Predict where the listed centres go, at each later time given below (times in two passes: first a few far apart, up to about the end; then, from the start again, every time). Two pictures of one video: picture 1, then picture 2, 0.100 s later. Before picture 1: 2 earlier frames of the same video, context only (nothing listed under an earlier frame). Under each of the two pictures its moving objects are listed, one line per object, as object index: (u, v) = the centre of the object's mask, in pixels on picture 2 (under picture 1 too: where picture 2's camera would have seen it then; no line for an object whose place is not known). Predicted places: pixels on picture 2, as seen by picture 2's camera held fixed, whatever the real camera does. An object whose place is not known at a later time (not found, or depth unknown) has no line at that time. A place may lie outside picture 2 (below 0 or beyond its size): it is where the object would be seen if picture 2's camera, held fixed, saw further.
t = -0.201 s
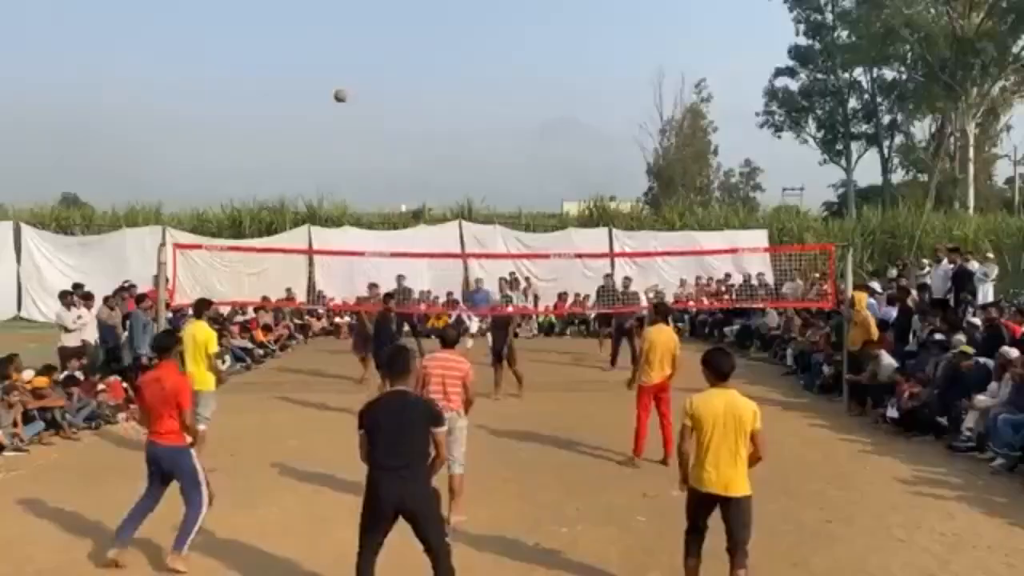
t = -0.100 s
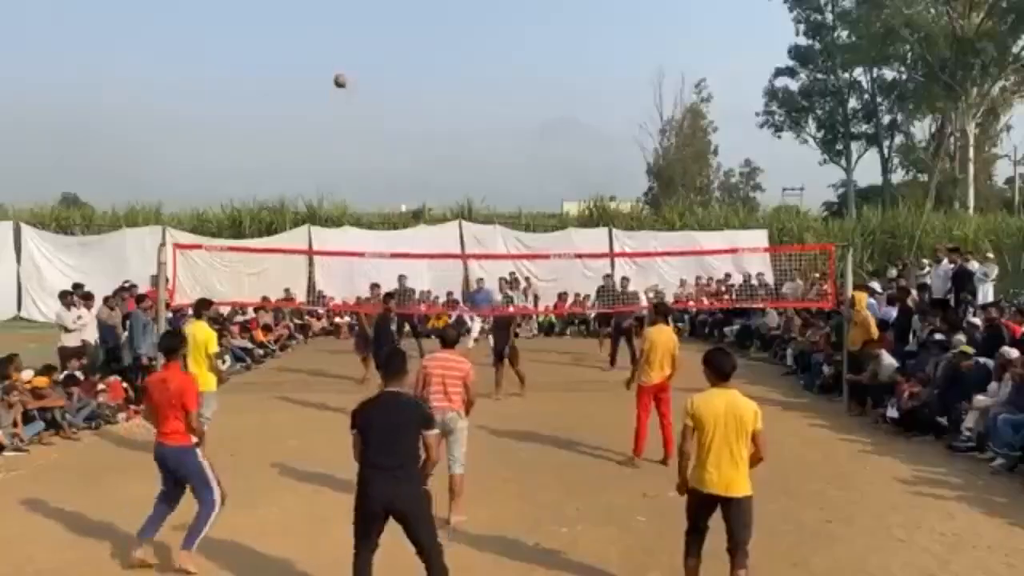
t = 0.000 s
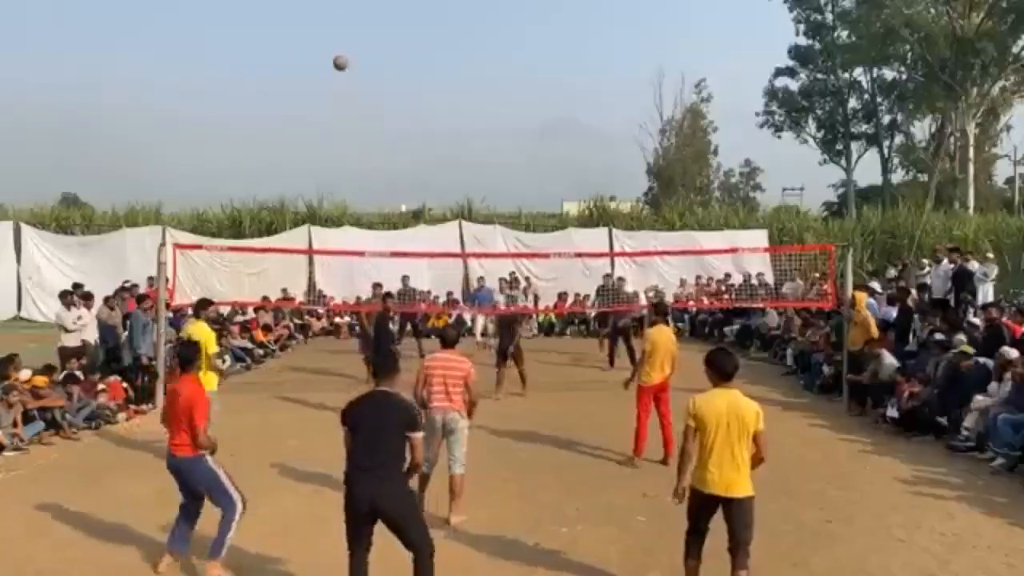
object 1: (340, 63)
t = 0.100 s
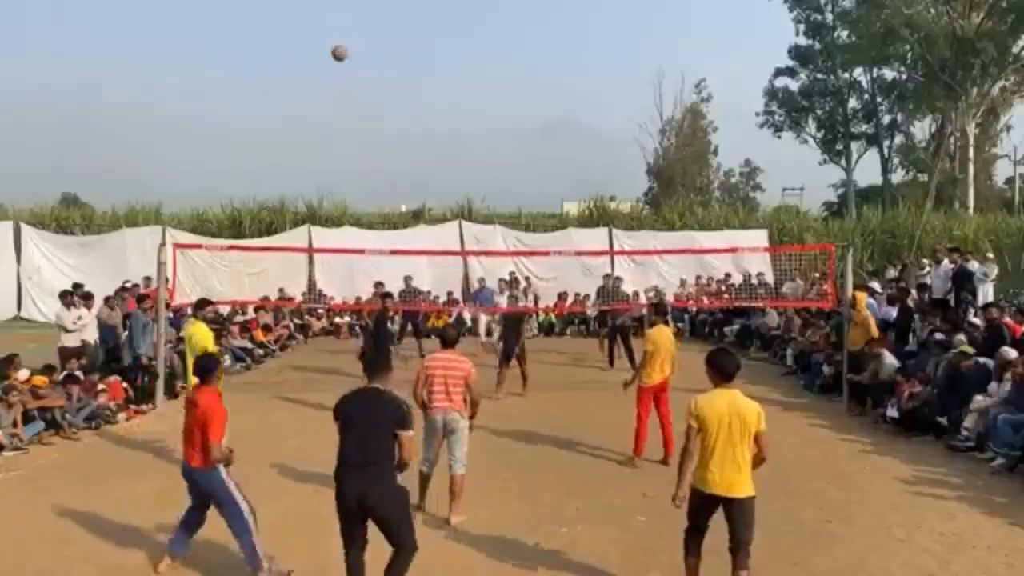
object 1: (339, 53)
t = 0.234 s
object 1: (338, 52)
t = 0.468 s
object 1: (335, 103)
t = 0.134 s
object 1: (339, 51)
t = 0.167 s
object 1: (339, 50)
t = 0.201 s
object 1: (339, 50)
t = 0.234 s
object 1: (338, 52)
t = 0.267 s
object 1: (338, 55)
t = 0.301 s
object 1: (338, 60)
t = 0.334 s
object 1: (337, 65)
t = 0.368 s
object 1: (337, 73)
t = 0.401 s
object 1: (337, 81)
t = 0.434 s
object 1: (336, 91)
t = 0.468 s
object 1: (335, 103)
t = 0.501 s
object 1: (335, 118)
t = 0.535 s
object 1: (334, 136)
